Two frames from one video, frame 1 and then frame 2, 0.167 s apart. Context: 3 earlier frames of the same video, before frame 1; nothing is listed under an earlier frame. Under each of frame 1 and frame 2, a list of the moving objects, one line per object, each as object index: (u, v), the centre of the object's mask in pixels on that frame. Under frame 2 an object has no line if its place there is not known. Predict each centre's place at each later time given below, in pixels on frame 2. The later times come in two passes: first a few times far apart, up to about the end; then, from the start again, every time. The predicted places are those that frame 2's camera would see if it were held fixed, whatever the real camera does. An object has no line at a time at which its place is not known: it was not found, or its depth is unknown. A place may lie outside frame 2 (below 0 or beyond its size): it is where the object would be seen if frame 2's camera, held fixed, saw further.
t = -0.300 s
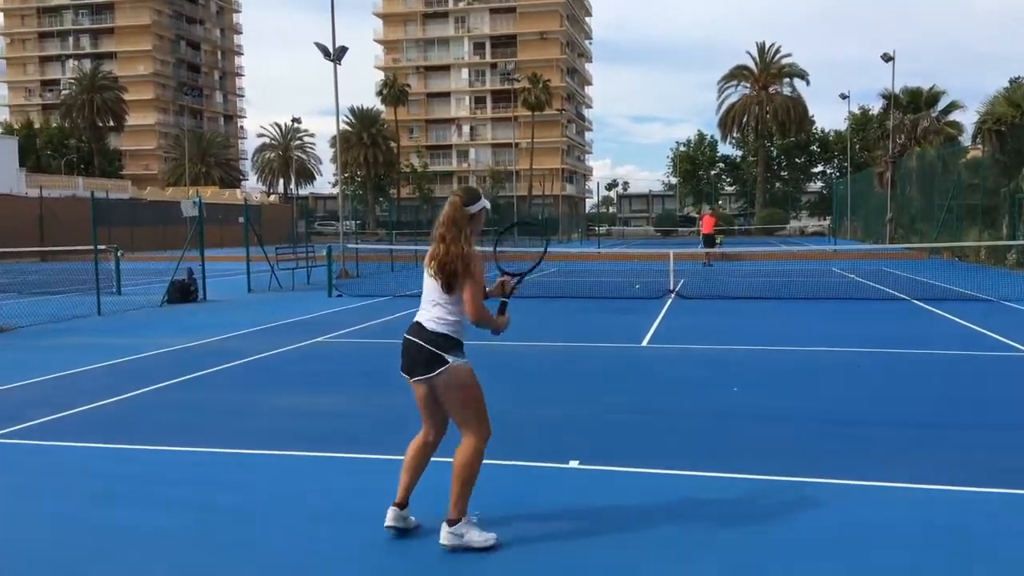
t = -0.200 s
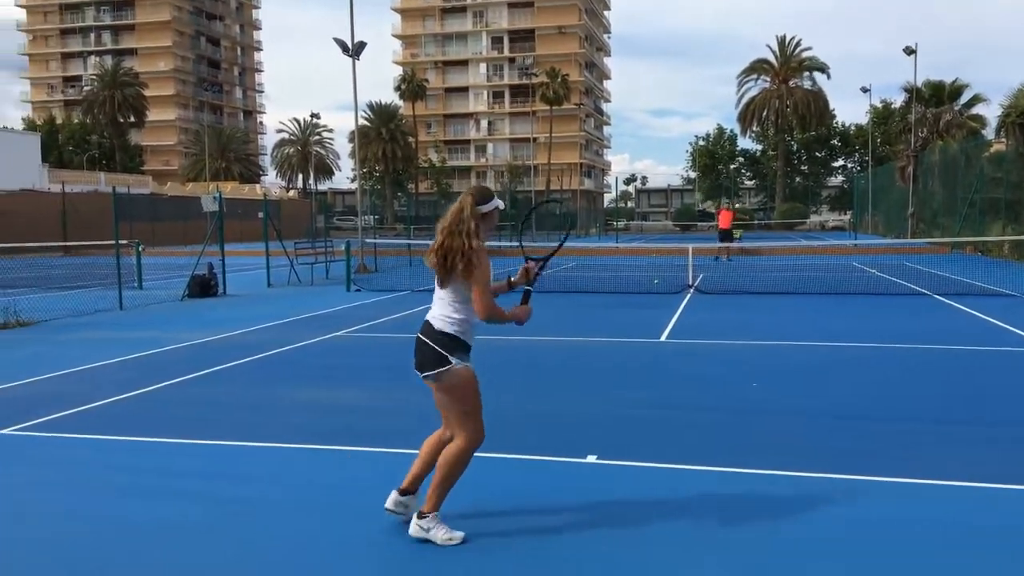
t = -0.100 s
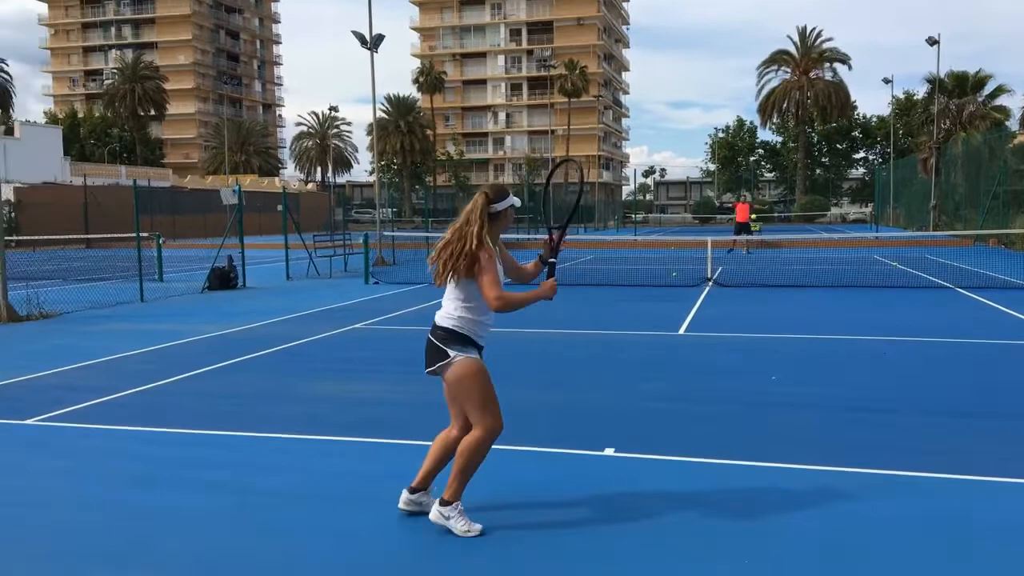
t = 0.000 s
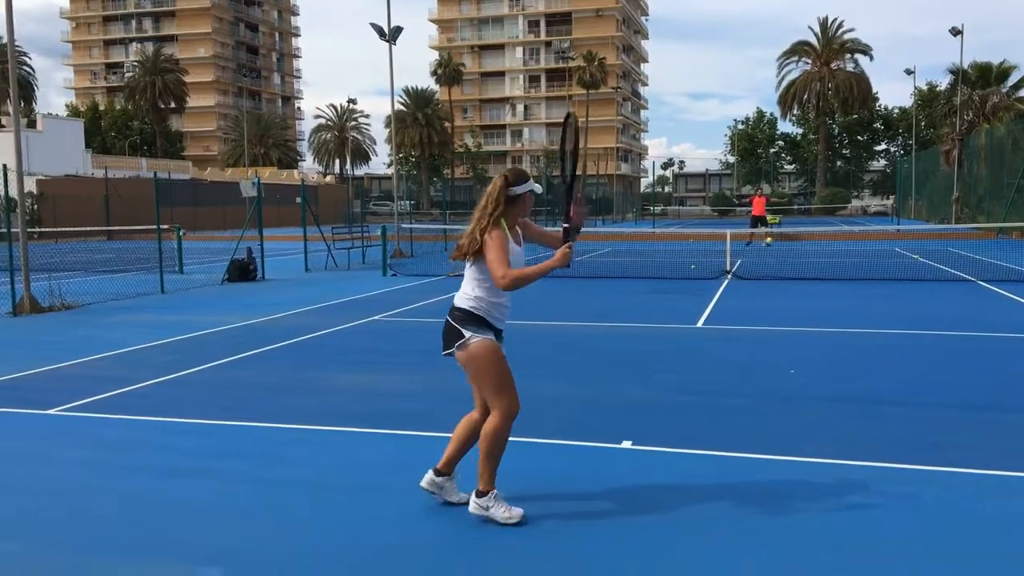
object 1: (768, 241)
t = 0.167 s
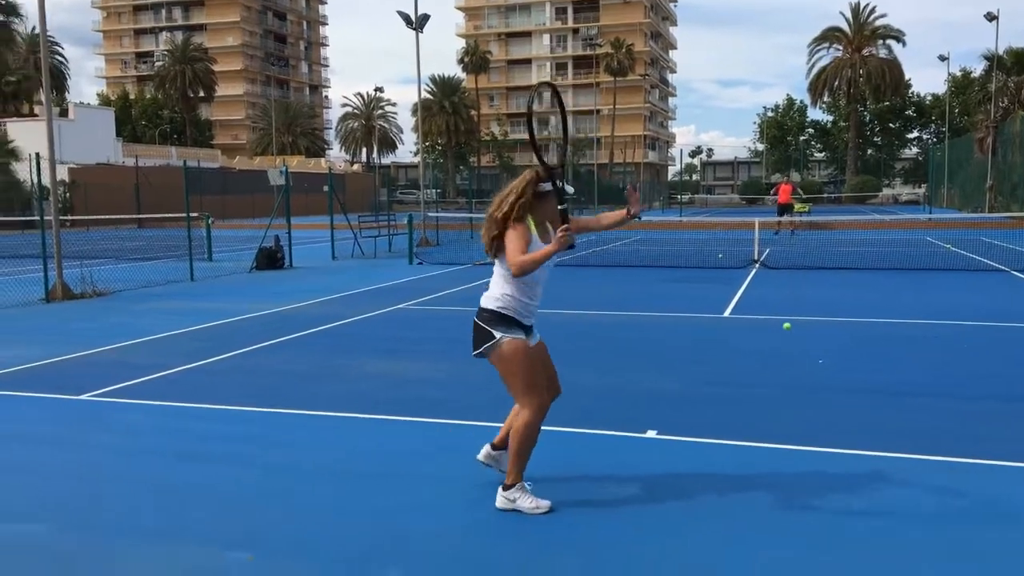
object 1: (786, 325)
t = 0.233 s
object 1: (783, 320)
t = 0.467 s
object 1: (770, 271)
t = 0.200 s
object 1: (784, 331)
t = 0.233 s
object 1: (783, 320)
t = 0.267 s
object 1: (781, 311)
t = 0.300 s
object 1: (780, 301)
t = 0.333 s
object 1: (778, 293)
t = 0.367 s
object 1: (776, 286)
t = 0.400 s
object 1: (775, 279)
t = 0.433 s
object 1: (772, 274)
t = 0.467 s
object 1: (770, 271)
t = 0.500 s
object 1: (768, 268)
